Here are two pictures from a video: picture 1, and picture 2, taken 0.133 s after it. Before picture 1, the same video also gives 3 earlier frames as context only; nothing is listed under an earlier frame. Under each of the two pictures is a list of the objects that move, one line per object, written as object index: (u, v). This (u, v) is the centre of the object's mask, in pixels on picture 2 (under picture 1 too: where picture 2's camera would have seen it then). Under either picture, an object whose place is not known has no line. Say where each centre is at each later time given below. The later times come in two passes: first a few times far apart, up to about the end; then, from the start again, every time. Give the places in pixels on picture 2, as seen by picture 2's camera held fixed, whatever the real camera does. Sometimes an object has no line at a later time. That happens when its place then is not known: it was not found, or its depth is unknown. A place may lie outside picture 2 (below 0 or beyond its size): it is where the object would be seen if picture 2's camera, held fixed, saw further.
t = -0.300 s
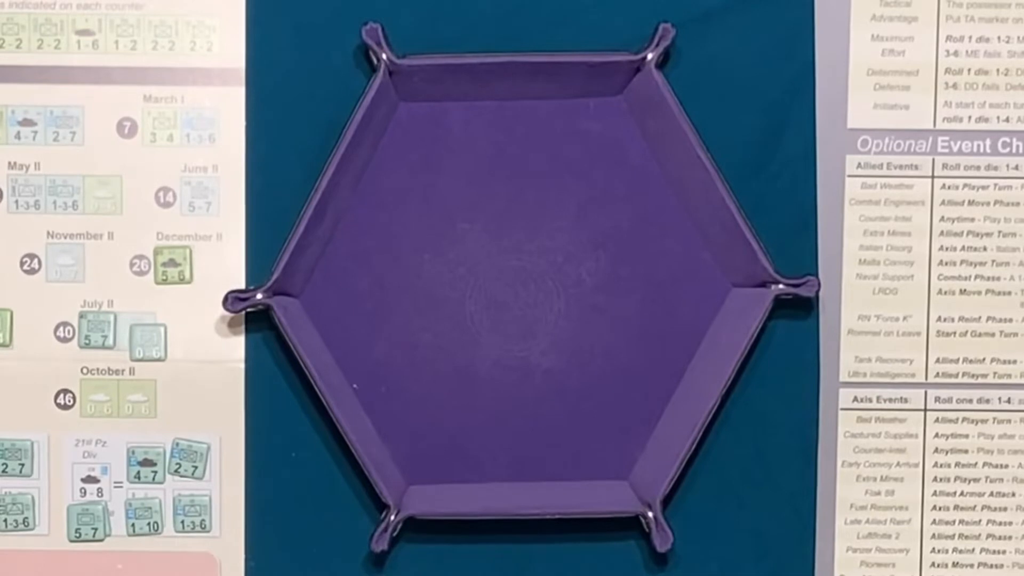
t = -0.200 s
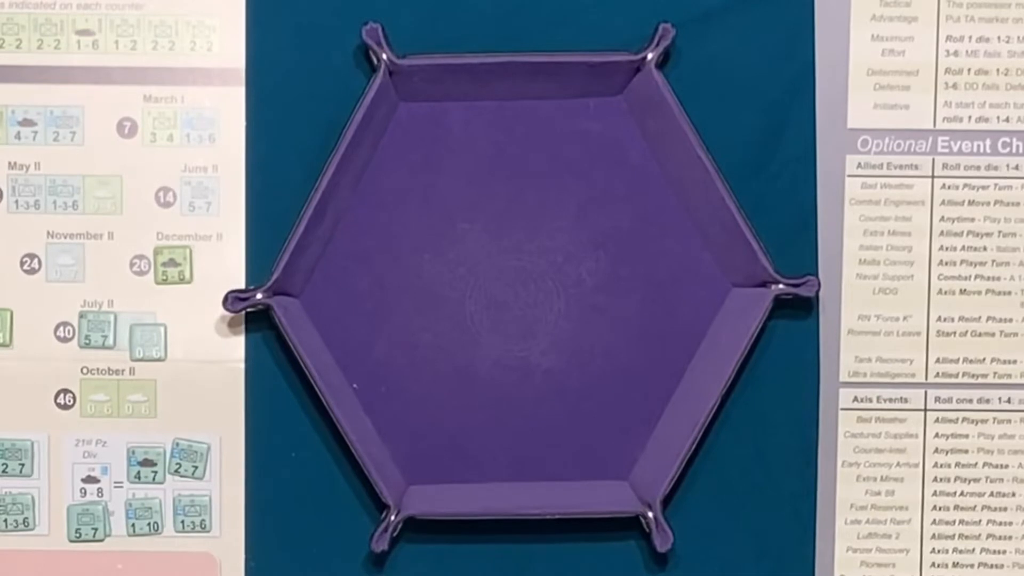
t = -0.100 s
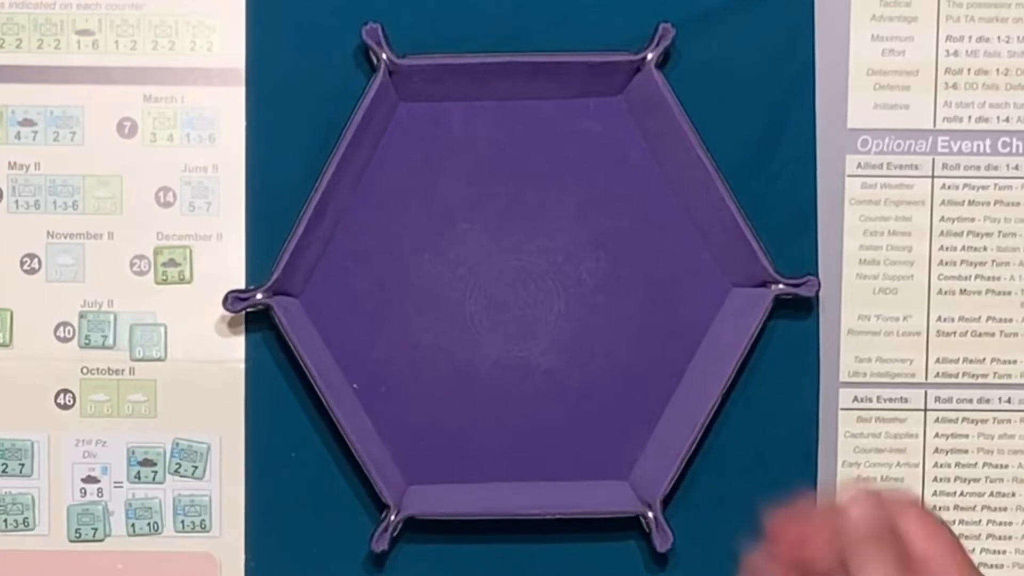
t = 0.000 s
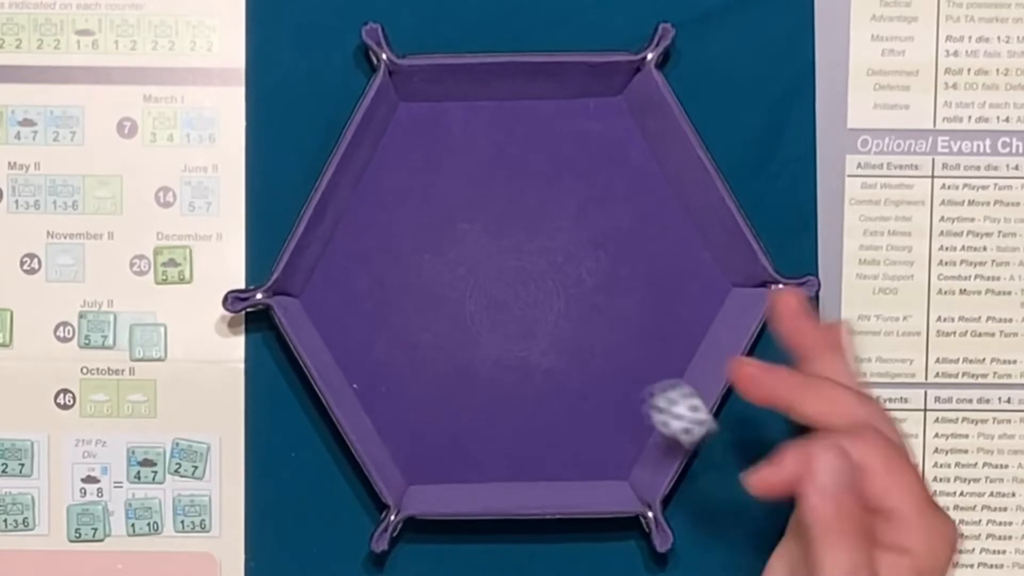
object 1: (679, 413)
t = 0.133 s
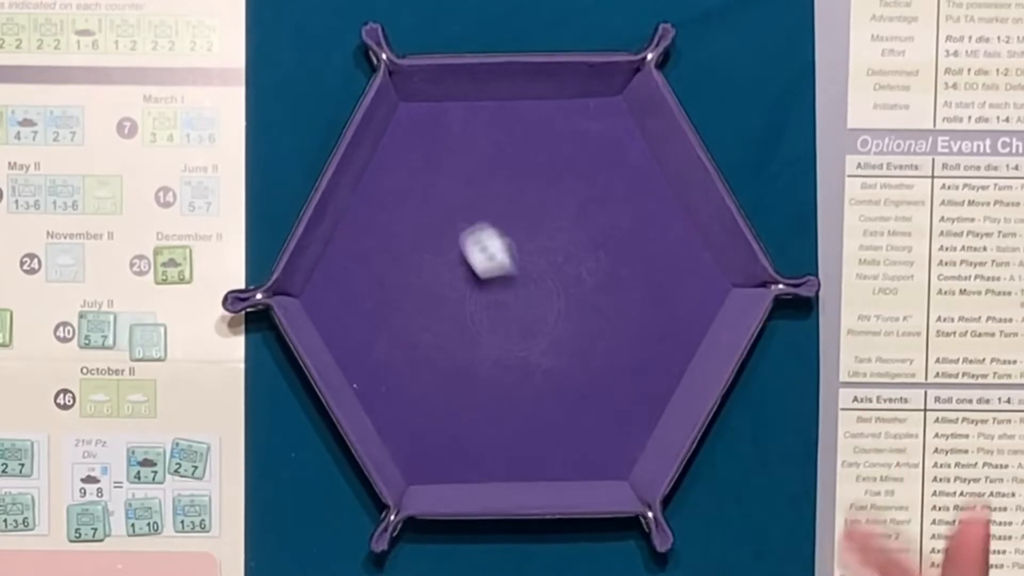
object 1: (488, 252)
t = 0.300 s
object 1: (388, 165)
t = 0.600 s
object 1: (395, 158)
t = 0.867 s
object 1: (395, 158)
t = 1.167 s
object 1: (395, 158)
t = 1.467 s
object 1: (395, 158)
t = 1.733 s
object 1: (395, 158)
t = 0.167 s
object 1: (457, 223)
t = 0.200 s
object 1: (432, 199)
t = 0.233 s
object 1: (412, 183)
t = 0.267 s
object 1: (389, 167)
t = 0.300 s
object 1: (388, 165)
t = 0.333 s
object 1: (396, 168)
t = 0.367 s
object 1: (400, 167)
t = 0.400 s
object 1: (400, 161)
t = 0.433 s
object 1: (395, 159)
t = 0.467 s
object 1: (395, 159)
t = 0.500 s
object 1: (395, 158)
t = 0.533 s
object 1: (394, 158)
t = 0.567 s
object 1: (395, 157)
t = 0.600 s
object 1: (395, 158)
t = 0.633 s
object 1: (395, 158)
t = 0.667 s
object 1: (395, 158)
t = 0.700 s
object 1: (395, 158)
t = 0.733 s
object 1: (395, 158)
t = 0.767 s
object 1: (395, 158)
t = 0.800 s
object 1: (395, 158)
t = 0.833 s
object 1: (395, 158)
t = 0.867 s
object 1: (395, 158)
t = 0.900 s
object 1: (395, 158)
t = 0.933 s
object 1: (395, 158)
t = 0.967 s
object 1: (395, 158)
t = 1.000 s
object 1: (395, 158)
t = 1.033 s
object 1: (395, 158)
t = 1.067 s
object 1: (395, 158)
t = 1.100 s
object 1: (395, 158)
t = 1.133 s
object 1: (395, 158)
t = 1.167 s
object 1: (395, 158)
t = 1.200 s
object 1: (395, 158)
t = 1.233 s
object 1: (395, 158)
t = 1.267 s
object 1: (395, 157)
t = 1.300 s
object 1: (395, 158)
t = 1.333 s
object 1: (395, 158)
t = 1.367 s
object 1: (395, 158)
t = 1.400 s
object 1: (395, 158)
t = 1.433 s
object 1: (395, 158)
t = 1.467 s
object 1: (395, 158)
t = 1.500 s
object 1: (395, 158)
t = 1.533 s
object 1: (395, 158)
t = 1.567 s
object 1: (395, 158)
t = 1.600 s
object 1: (395, 157)
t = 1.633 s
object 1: (395, 157)
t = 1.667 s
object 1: (395, 157)
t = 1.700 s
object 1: (395, 158)
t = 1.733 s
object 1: (395, 158)
